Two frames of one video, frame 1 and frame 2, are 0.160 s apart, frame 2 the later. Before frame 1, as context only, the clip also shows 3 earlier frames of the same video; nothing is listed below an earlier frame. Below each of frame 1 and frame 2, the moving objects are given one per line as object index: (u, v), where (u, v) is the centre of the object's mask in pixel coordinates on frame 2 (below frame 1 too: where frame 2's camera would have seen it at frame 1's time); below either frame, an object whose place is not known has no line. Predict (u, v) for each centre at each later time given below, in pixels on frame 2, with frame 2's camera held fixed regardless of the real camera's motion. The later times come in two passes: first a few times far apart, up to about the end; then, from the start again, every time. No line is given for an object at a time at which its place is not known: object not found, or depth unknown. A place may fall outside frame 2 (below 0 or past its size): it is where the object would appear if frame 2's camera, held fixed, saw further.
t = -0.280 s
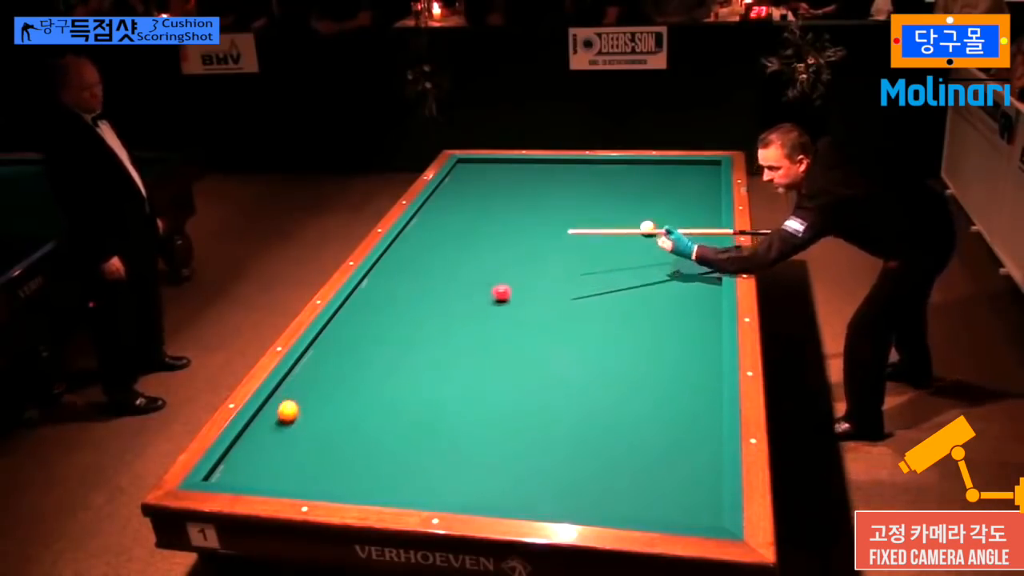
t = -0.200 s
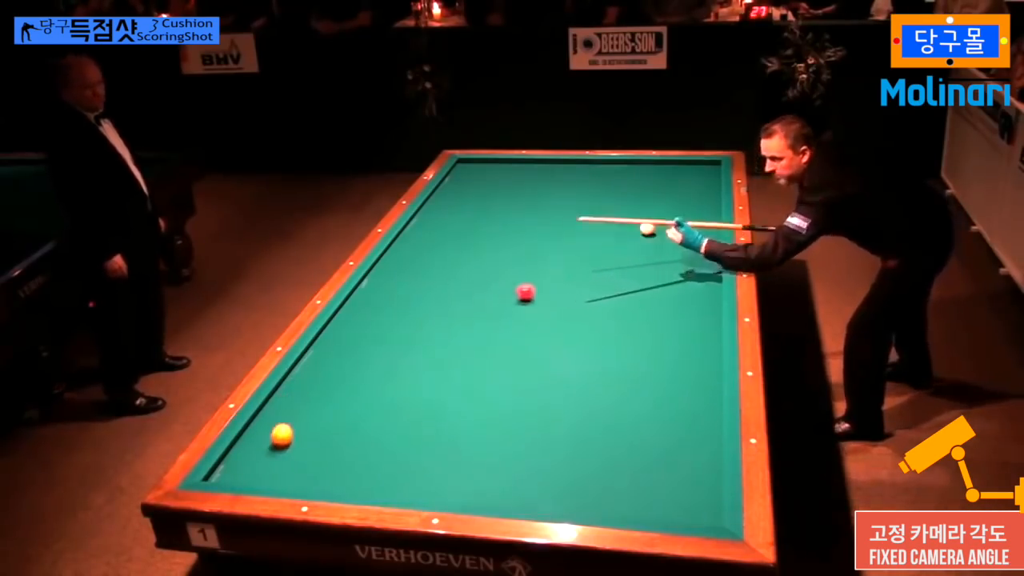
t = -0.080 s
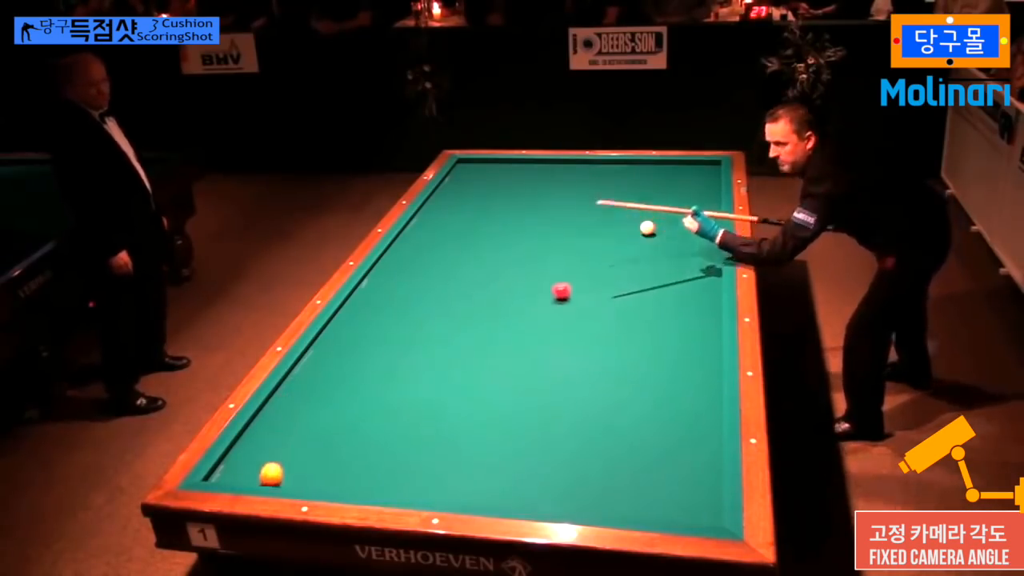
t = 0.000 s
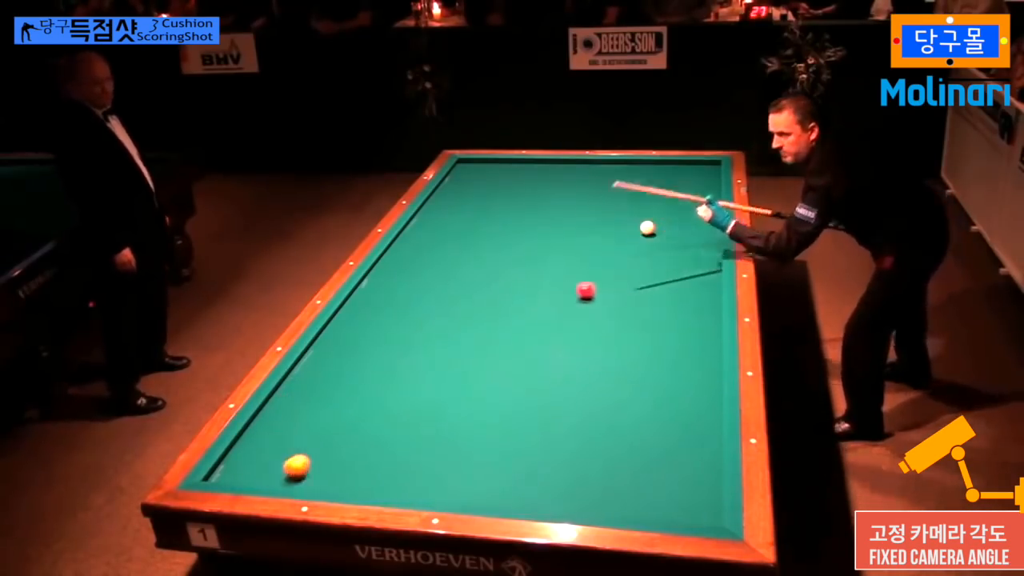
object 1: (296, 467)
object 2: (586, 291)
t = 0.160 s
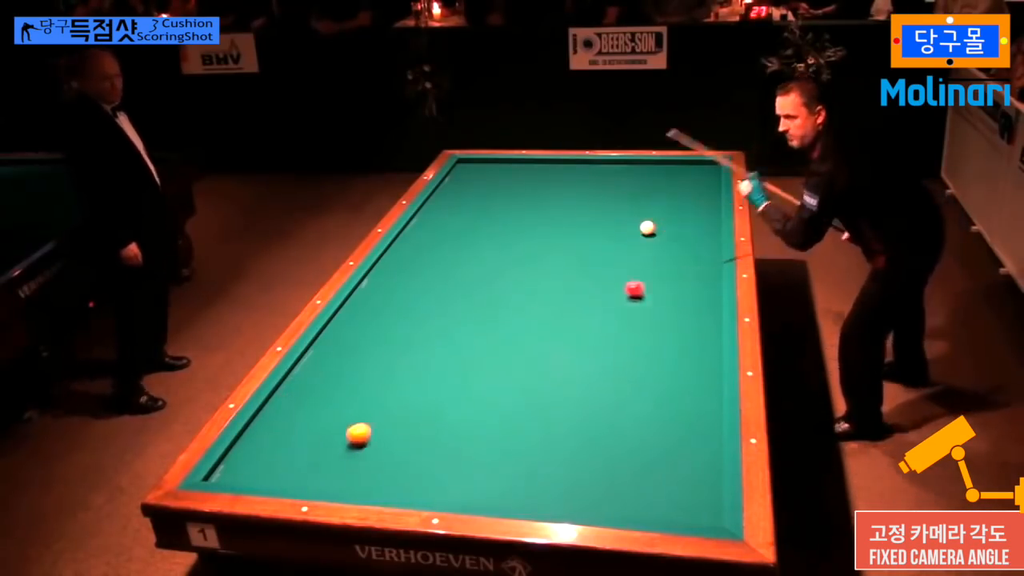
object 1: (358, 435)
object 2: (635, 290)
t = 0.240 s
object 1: (385, 423)
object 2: (658, 288)
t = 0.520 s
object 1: (469, 387)
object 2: (694, 286)
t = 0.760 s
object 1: (532, 359)
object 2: (651, 283)
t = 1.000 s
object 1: (590, 334)
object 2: (612, 280)
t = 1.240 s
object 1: (643, 311)
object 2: (576, 277)
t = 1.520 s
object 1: (699, 288)
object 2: (536, 275)
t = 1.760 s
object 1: (696, 268)
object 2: (503, 272)
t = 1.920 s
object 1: (681, 255)
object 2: (482, 271)
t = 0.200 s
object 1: (372, 429)
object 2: (647, 289)
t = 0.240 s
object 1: (385, 423)
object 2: (658, 288)
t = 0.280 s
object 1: (398, 417)
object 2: (671, 288)
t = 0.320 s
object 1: (410, 412)
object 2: (683, 288)
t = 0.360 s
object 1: (422, 407)
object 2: (694, 287)
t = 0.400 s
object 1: (435, 402)
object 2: (707, 287)
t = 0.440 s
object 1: (447, 396)
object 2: (713, 287)
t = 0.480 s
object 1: (458, 392)
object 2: (703, 286)
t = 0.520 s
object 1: (469, 387)
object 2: (694, 286)
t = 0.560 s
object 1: (480, 382)
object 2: (685, 285)
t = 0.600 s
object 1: (491, 378)
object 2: (677, 285)
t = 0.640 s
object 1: (501, 373)
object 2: (671, 284)
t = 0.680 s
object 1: (512, 368)
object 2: (664, 284)
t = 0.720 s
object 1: (522, 364)
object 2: (657, 283)
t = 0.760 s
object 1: (532, 359)
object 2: (651, 283)
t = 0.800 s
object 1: (542, 355)
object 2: (645, 282)
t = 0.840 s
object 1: (552, 351)
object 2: (638, 282)
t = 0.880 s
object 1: (562, 346)
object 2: (631, 281)
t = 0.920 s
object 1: (571, 342)
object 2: (625, 281)
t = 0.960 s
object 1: (581, 338)
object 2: (618, 280)
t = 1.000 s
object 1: (590, 334)
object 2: (612, 280)
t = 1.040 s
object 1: (599, 331)
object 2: (606, 279)
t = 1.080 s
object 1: (608, 326)
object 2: (600, 279)
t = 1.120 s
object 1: (617, 323)
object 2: (594, 279)
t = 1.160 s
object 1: (626, 318)
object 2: (588, 278)
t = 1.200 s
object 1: (635, 315)
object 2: (582, 278)
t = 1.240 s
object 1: (643, 311)
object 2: (576, 277)
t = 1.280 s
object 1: (652, 308)
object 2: (570, 277)
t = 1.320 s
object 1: (660, 304)
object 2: (565, 277)
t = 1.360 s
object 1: (668, 301)
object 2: (558, 276)
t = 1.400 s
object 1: (676, 298)
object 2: (553, 276)
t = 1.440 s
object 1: (684, 294)
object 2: (547, 275)
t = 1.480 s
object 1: (692, 291)
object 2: (541, 275)
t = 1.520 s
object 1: (699, 288)
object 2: (536, 275)
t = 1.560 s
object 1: (707, 284)
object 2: (530, 274)
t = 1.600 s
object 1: (714, 281)
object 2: (525, 274)
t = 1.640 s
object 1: (710, 278)
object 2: (519, 274)
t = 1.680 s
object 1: (705, 274)
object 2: (514, 273)
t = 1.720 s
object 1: (701, 271)
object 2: (508, 273)
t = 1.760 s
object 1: (696, 268)
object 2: (503, 272)
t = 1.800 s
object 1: (693, 265)
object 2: (498, 272)
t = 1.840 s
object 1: (689, 262)
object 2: (492, 272)
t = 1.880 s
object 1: (685, 259)
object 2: (487, 271)
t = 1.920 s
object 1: (681, 255)
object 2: (482, 271)
